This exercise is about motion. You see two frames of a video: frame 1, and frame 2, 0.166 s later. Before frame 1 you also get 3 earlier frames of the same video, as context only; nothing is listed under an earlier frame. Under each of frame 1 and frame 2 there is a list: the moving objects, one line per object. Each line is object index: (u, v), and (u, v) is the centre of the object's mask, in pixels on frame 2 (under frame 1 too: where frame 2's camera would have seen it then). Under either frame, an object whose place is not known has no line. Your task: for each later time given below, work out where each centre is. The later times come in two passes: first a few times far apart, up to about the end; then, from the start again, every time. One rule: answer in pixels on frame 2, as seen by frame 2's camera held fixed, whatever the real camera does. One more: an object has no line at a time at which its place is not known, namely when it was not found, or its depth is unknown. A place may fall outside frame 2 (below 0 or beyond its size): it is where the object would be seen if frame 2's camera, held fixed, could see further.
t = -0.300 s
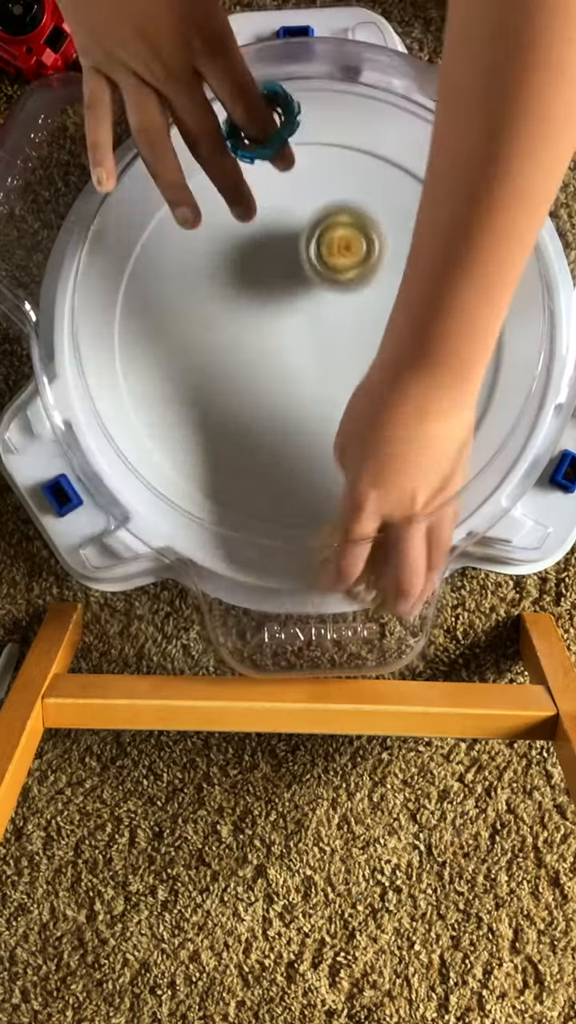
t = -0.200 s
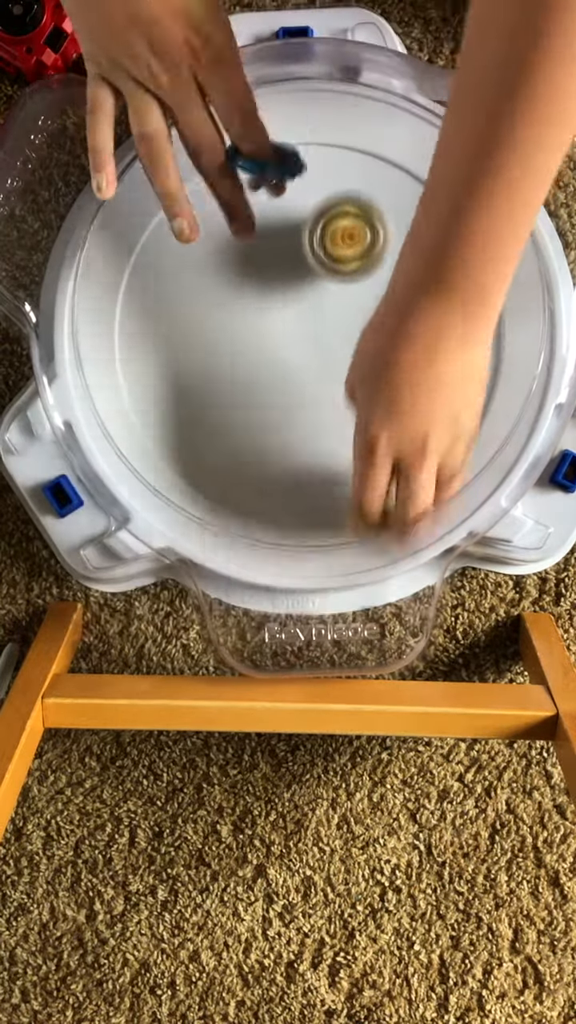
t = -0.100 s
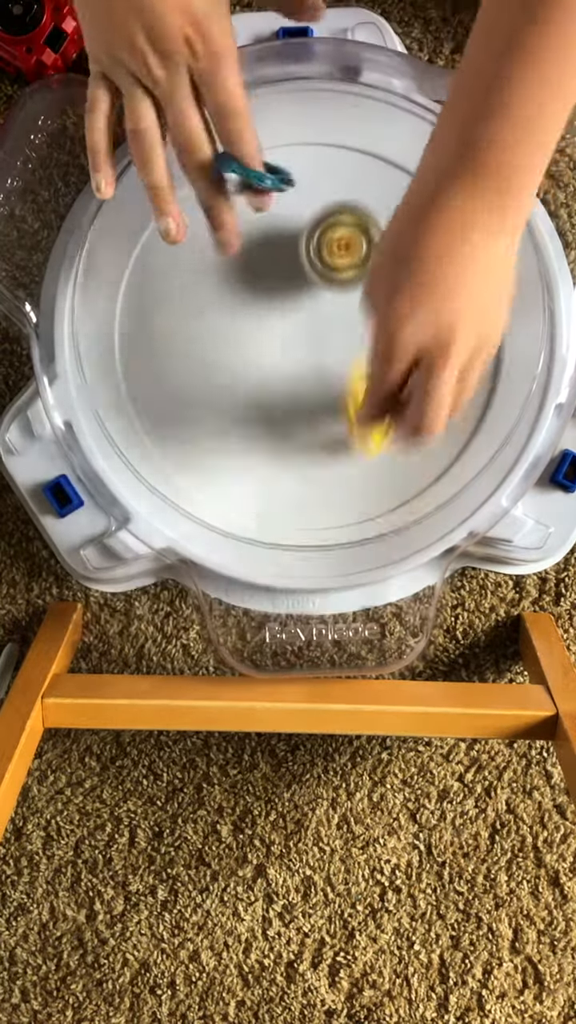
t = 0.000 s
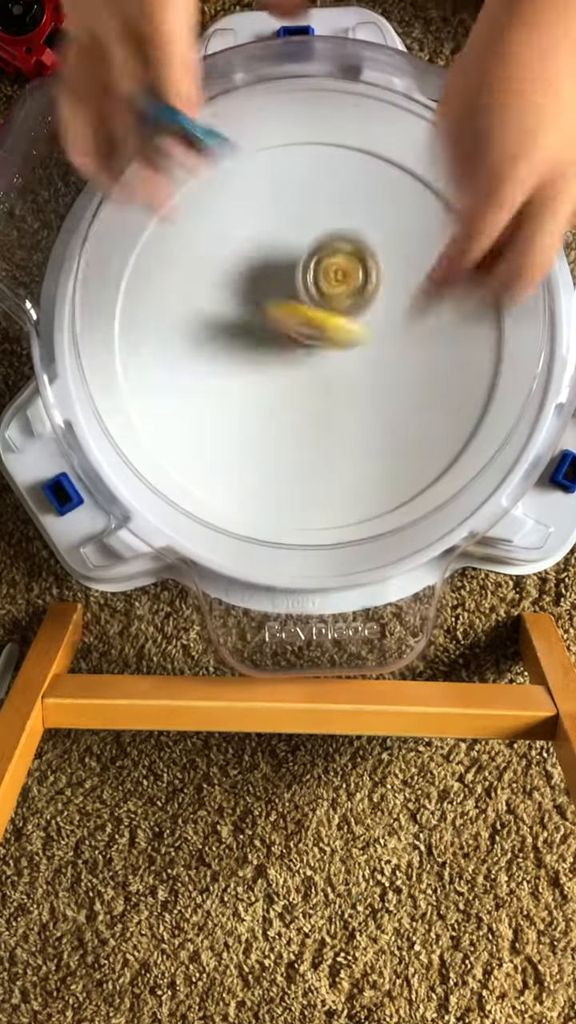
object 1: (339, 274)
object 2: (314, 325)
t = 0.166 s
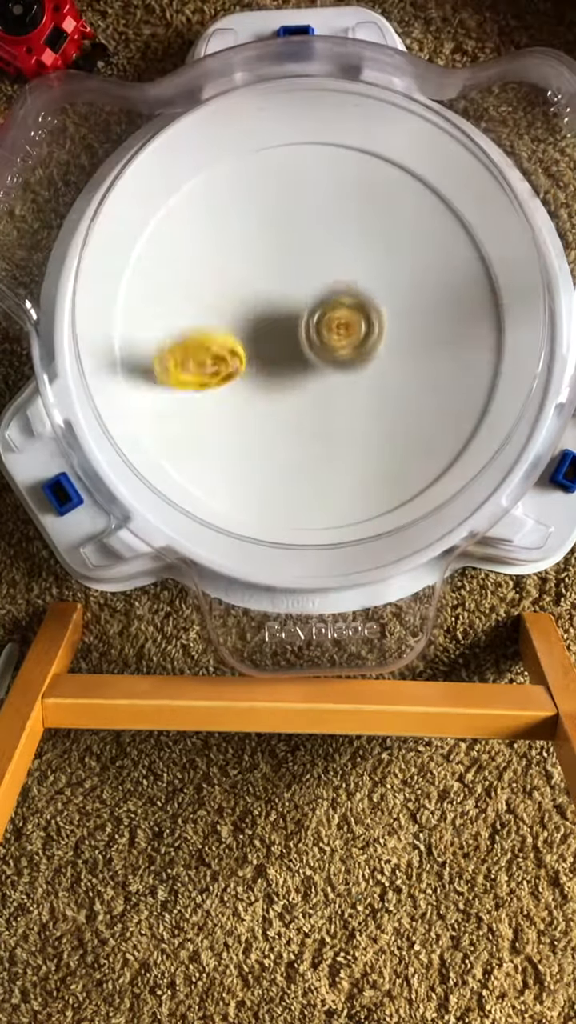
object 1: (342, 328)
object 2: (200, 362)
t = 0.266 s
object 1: (346, 360)
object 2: (216, 385)
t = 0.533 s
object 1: (345, 406)
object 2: (265, 340)
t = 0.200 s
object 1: (343, 340)
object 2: (200, 373)
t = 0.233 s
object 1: (345, 350)
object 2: (205, 379)
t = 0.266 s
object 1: (346, 360)
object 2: (216, 385)
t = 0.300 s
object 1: (347, 370)
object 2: (228, 393)
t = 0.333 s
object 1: (347, 378)
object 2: (237, 397)
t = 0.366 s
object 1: (348, 386)
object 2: (247, 397)
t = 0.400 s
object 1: (348, 393)
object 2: (255, 383)
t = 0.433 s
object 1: (348, 399)
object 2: (262, 369)
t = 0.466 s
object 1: (348, 403)
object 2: (266, 357)
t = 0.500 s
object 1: (347, 405)
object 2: (267, 348)
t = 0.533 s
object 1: (345, 406)
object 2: (265, 340)
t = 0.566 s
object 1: (343, 405)
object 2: (261, 333)
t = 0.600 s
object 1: (340, 403)
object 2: (254, 330)
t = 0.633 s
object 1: (335, 400)
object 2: (248, 327)
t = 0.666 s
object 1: (331, 395)
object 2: (243, 328)
